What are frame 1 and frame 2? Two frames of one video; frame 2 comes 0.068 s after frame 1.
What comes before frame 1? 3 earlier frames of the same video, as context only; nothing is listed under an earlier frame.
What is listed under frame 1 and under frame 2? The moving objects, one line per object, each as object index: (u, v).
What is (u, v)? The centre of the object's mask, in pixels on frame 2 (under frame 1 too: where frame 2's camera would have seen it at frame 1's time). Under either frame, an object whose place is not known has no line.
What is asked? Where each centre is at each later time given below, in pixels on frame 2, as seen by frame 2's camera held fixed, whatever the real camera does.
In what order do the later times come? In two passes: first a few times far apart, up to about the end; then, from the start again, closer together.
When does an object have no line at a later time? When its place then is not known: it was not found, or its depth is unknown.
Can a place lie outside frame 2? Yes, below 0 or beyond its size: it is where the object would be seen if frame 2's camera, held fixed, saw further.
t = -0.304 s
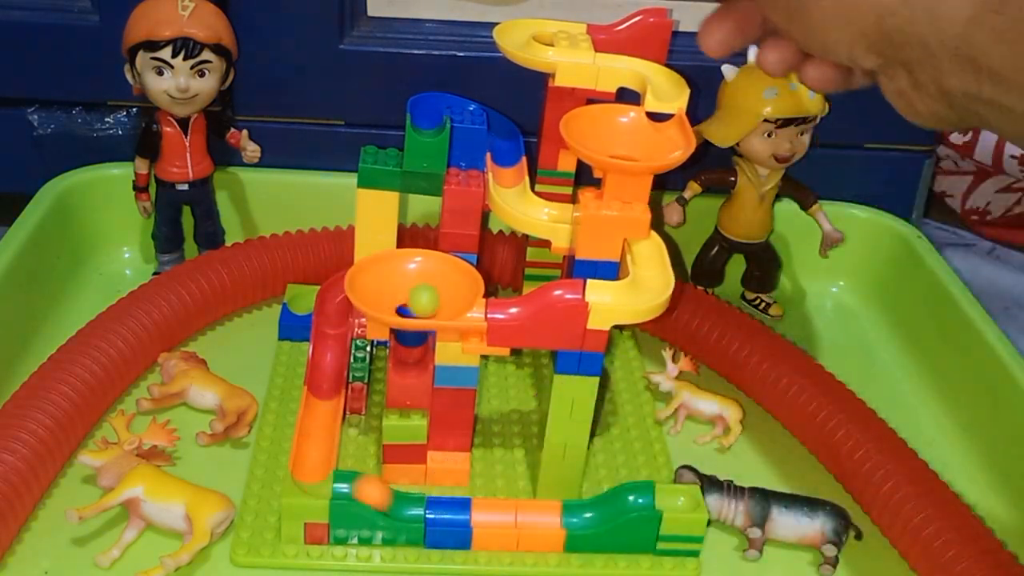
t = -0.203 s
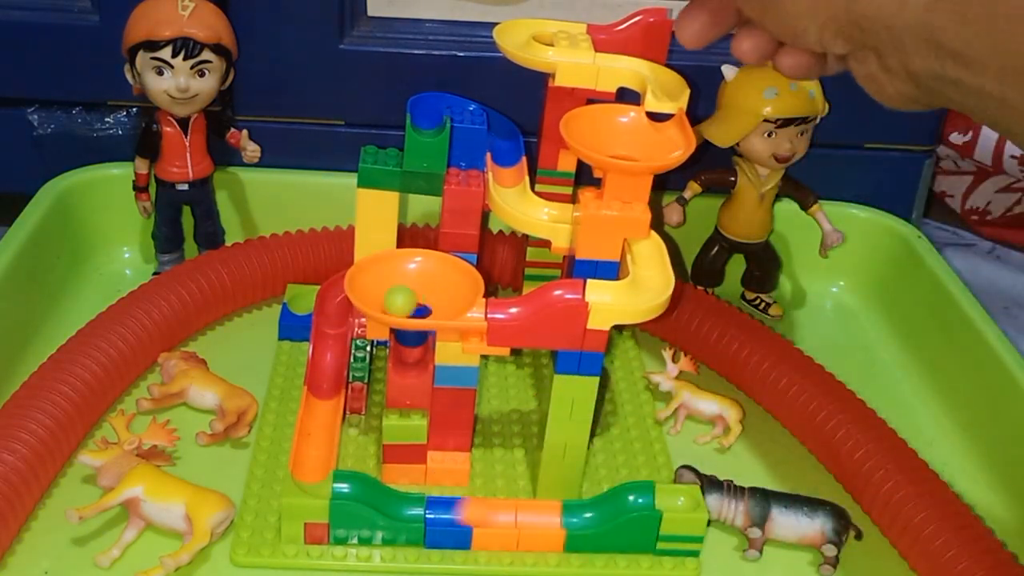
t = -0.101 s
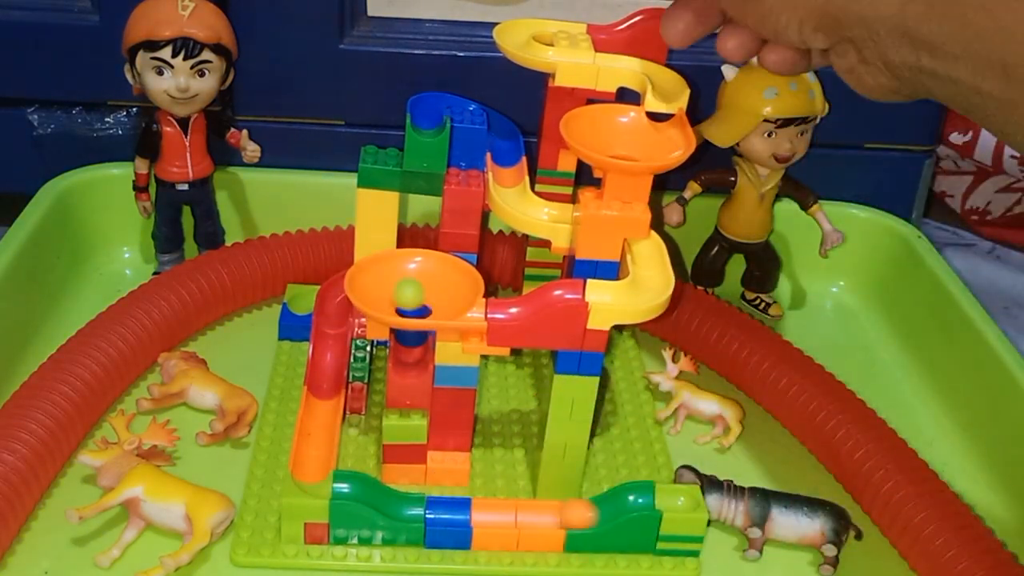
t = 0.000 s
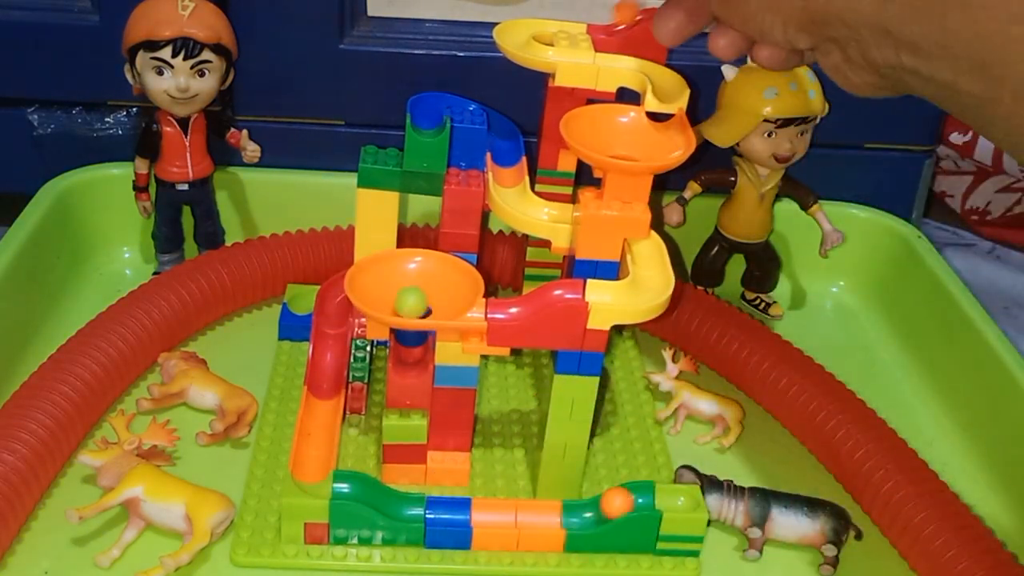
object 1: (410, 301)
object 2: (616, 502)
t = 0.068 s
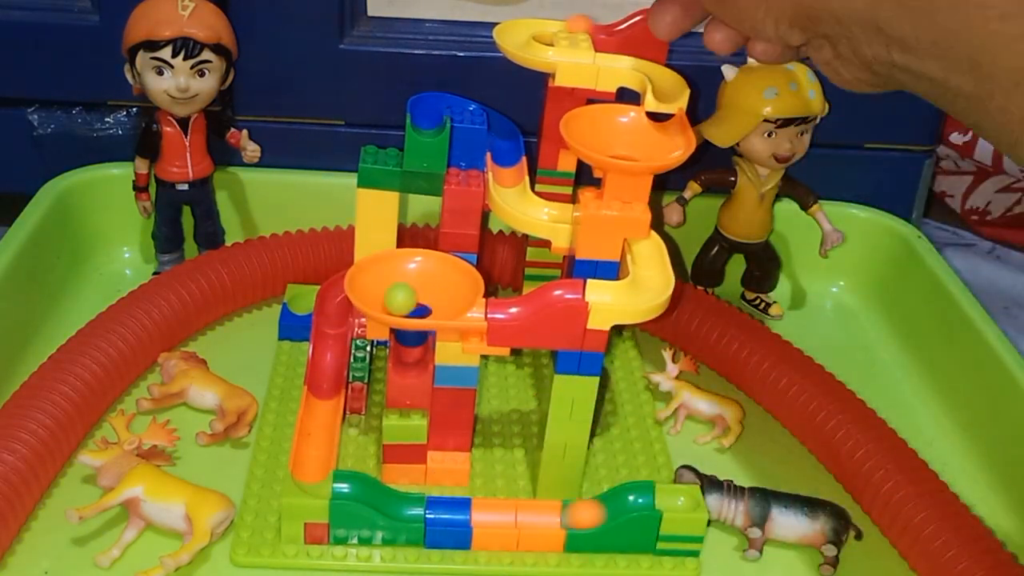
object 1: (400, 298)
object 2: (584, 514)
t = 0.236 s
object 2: (445, 511)
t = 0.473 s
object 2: (413, 507)
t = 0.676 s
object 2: (498, 514)
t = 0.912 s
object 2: (580, 515)
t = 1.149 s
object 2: (544, 515)
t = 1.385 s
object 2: (472, 512)
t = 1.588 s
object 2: (473, 512)
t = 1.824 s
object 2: (579, 514)
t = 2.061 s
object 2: (575, 514)
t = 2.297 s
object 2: (541, 515)
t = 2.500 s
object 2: (516, 514)
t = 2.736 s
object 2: (503, 514)
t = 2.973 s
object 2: (503, 514)
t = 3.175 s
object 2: (503, 514)
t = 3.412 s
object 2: (503, 514)
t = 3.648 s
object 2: (503, 514)
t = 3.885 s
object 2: (503, 514)
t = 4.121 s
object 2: (503, 514)
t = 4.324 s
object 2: (503, 514)
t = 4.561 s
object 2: (503, 514)
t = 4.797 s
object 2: (503, 514)
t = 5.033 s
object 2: (503, 514)
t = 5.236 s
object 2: (503, 514)
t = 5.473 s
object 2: (503, 514)
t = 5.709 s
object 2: (503, 514)
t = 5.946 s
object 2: (503, 514)
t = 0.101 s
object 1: (400, 296)
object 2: (559, 515)
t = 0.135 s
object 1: (407, 295)
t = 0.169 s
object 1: (418, 301)
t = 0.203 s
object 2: (470, 513)
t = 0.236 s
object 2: (445, 511)
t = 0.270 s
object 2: (428, 508)
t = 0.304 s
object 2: (414, 506)
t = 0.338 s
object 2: (403, 506)
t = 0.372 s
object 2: (396, 504)
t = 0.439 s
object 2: (402, 506)
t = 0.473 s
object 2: (413, 507)
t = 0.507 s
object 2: (425, 509)
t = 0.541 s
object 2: (439, 511)
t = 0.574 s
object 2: (453, 511)
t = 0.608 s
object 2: (468, 511)
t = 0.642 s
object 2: (482, 513)
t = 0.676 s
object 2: (498, 514)
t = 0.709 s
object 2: (510, 514)
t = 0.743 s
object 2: (523, 514)
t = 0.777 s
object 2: (538, 515)
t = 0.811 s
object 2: (549, 514)
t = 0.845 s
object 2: (562, 515)
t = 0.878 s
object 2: (572, 515)
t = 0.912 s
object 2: (580, 515)
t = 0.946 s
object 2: (585, 514)
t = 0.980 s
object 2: (585, 514)
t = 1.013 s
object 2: (581, 515)
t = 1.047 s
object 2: (574, 515)
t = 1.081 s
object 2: (565, 515)
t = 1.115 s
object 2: (555, 515)
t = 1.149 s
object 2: (544, 515)
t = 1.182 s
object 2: (531, 514)
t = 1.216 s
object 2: (521, 514)
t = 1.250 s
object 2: (511, 514)
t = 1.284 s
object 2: (501, 514)
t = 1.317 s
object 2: (492, 514)
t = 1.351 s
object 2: (481, 513)
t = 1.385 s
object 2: (472, 512)
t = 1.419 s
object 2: (464, 512)
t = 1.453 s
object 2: (456, 511)
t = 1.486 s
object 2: (448, 512)
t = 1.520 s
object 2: (440, 511)
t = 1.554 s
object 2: (455, 511)
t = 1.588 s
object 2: (473, 512)
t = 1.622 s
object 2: (491, 514)
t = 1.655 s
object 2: (508, 514)
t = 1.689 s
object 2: (526, 514)
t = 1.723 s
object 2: (547, 514)
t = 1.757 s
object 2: (559, 515)
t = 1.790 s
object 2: (571, 515)
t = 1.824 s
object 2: (579, 514)
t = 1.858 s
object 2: (587, 514)
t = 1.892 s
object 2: (588, 513)
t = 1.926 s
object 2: (584, 514)
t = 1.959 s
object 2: (582, 514)
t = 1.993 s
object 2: (583, 514)
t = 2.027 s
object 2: (581, 515)
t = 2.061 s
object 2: (575, 514)
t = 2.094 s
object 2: (570, 515)
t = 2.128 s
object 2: (566, 515)
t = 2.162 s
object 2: (562, 515)
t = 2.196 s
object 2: (555, 515)
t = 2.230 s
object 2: (551, 515)
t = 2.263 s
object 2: (546, 515)
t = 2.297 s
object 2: (541, 515)
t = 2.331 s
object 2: (536, 515)
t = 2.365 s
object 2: (532, 515)
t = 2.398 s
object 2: (528, 514)
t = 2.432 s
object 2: (524, 515)
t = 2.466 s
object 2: (520, 514)
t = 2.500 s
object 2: (516, 514)
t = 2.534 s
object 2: (512, 514)
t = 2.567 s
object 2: (507, 514)
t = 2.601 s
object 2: (504, 514)
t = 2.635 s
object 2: (503, 514)
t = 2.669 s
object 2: (503, 514)
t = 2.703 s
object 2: (503, 514)
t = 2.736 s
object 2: (503, 514)
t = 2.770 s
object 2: (503, 514)
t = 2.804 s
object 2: (503, 514)
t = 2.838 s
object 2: (503, 514)
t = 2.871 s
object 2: (503, 514)
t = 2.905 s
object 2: (503, 514)
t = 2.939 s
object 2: (503, 514)
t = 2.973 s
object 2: (503, 514)
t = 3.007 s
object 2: (503, 514)
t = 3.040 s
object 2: (503, 514)
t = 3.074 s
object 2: (503, 514)
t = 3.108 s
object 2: (503, 514)
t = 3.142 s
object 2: (503, 514)
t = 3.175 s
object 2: (503, 514)
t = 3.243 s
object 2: (503, 514)
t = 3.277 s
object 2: (503, 514)
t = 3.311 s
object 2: (503, 514)
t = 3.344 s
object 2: (503, 514)
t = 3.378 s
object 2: (503, 514)
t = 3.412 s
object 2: (503, 514)
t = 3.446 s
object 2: (503, 514)
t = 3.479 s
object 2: (503, 514)
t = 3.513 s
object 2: (503, 514)
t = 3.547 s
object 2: (503, 514)
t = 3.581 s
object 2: (503, 514)
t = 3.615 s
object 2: (503, 514)
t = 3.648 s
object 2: (503, 514)
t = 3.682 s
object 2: (503, 514)
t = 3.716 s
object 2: (503, 514)
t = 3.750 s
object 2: (503, 514)
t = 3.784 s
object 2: (503, 514)
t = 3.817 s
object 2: (503, 514)
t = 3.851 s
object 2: (503, 514)
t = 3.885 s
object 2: (503, 514)
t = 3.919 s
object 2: (503, 514)
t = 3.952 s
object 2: (503, 514)
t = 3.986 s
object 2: (503, 514)
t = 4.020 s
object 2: (503, 514)
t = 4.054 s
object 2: (503, 514)
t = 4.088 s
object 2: (503, 514)
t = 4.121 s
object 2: (503, 514)
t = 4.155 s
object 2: (503, 514)
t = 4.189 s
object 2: (503, 514)
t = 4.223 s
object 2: (503, 514)
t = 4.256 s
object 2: (503, 514)
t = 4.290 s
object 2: (503, 514)
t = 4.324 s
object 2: (503, 514)
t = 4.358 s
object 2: (503, 514)
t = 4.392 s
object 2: (503, 514)
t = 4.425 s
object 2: (503, 514)
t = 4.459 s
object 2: (503, 514)
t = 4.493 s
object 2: (503, 514)
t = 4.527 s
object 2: (503, 514)
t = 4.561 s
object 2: (503, 514)
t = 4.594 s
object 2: (503, 514)
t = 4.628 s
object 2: (503, 514)
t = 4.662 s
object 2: (503, 514)
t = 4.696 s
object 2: (503, 514)
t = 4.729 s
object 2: (503, 514)
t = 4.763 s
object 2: (503, 514)
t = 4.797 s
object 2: (503, 514)
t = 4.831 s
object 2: (503, 514)
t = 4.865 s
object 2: (503, 514)
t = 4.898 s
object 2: (503, 514)
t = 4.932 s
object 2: (503, 514)
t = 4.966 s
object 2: (503, 514)
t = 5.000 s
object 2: (503, 514)
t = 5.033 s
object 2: (503, 514)
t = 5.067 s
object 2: (503, 514)
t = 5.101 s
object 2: (503, 514)
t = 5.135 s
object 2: (503, 514)
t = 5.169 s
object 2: (503, 514)
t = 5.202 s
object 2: (503, 514)
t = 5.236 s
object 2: (503, 514)
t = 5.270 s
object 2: (503, 514)
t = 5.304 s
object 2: (503, 514)
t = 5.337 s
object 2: (503, 514)
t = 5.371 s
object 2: (503, 514)
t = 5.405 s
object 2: (503, 514)
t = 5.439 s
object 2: (503, 514)
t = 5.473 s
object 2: (503, 514)
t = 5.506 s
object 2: (503, 514)
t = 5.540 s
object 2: (503, 514)
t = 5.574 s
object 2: (503, 514)
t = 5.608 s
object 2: (503, 514)
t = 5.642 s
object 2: (503, 514)
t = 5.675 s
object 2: (503, 514)
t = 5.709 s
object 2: (503, 514)
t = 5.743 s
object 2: (503, 514)
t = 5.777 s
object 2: (503, 514)
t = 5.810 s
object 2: (503, 514)
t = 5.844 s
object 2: (503, 514)
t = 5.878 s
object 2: (503, 514)
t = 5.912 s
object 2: (503, 514)
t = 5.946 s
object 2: (503, 514)
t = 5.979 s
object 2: (503, 514)
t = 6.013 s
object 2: (503, 514)
